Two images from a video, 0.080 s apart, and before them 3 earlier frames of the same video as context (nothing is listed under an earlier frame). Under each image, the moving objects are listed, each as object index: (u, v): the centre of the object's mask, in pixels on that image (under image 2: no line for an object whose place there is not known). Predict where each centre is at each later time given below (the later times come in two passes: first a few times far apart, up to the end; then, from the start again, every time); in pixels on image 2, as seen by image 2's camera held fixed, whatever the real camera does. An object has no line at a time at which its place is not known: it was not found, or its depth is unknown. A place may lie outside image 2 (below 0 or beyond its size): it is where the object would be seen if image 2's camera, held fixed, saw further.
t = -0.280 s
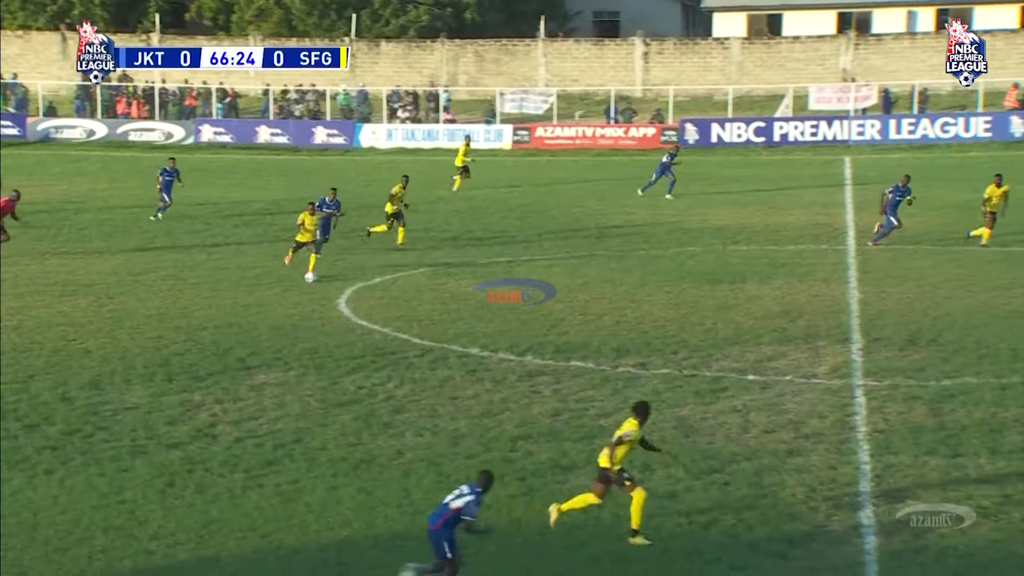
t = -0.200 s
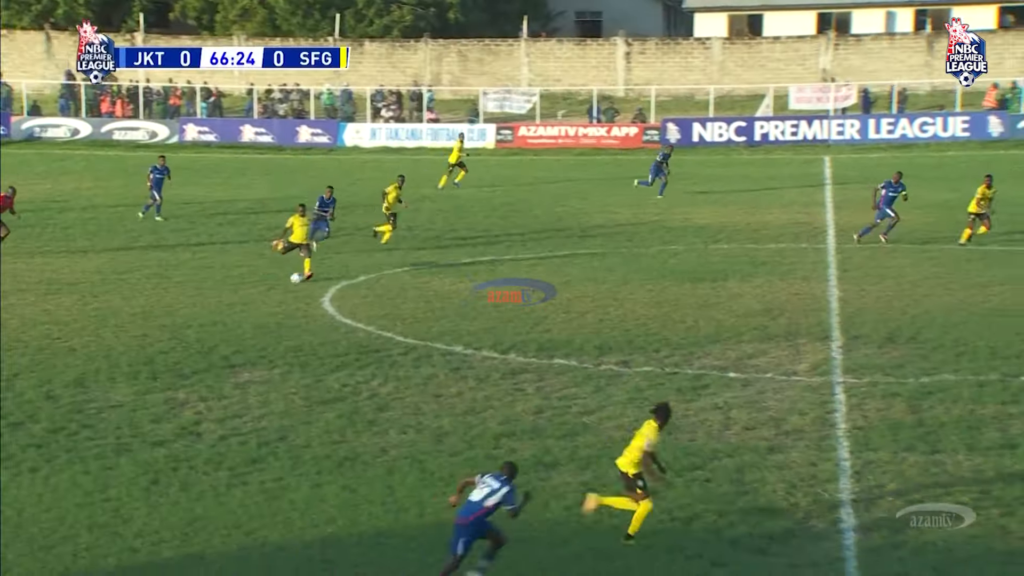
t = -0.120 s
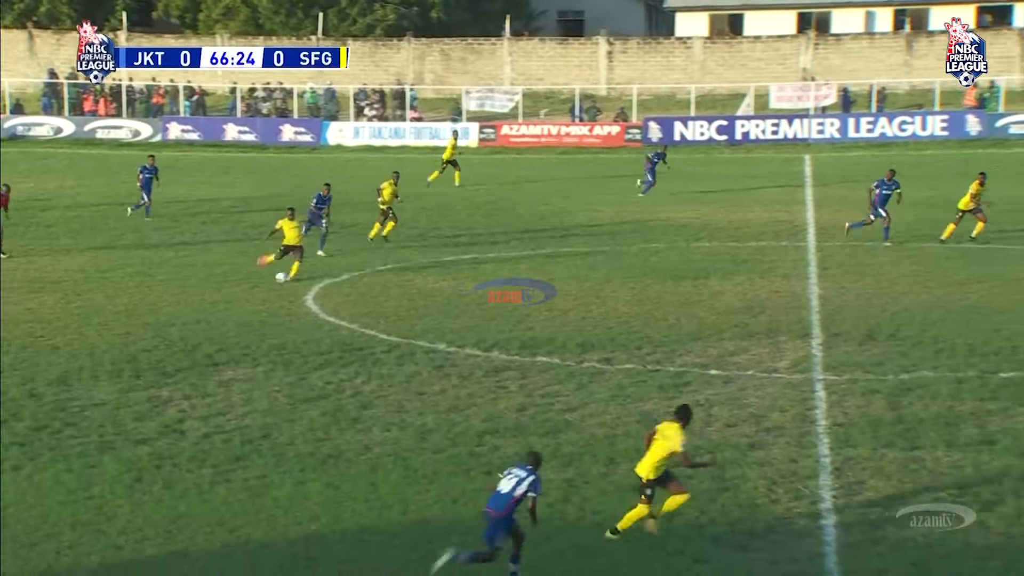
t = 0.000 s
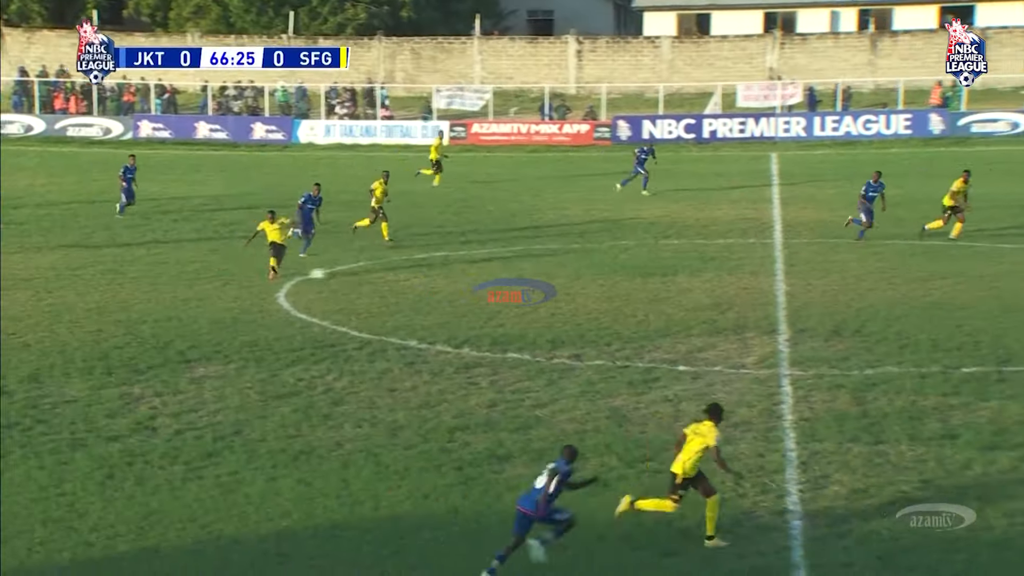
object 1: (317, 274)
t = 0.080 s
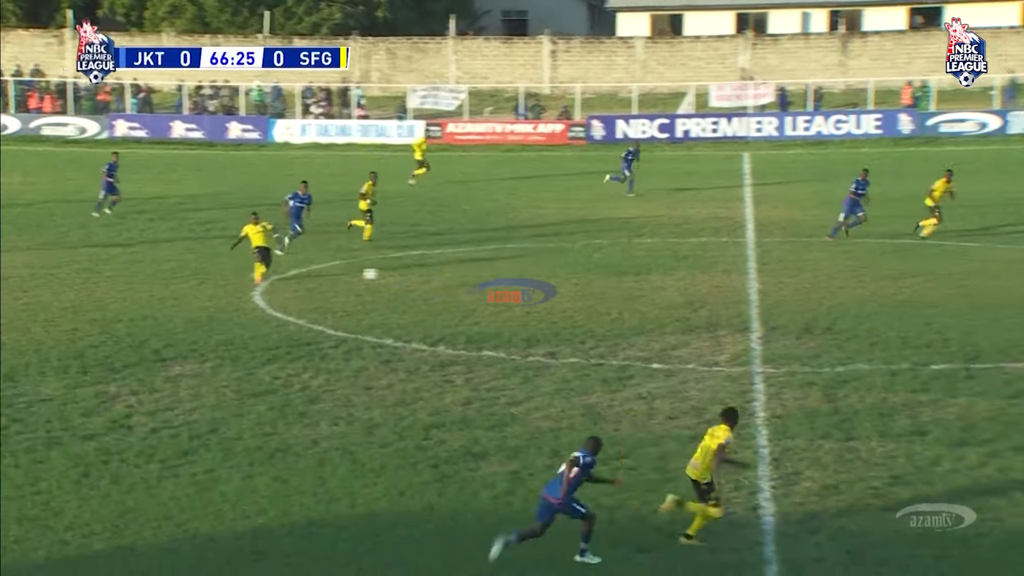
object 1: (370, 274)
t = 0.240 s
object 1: (535, 290)
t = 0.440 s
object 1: (756, 330)
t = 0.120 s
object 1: (409, 276)
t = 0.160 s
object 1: (450, 280)
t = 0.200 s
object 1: (492, 284)
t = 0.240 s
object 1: (535, 290)
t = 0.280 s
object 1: (577, 298)
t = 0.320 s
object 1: (622, 307)
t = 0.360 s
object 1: (668, 317)
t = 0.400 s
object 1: (715, 329)
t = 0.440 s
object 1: (756, 330)
